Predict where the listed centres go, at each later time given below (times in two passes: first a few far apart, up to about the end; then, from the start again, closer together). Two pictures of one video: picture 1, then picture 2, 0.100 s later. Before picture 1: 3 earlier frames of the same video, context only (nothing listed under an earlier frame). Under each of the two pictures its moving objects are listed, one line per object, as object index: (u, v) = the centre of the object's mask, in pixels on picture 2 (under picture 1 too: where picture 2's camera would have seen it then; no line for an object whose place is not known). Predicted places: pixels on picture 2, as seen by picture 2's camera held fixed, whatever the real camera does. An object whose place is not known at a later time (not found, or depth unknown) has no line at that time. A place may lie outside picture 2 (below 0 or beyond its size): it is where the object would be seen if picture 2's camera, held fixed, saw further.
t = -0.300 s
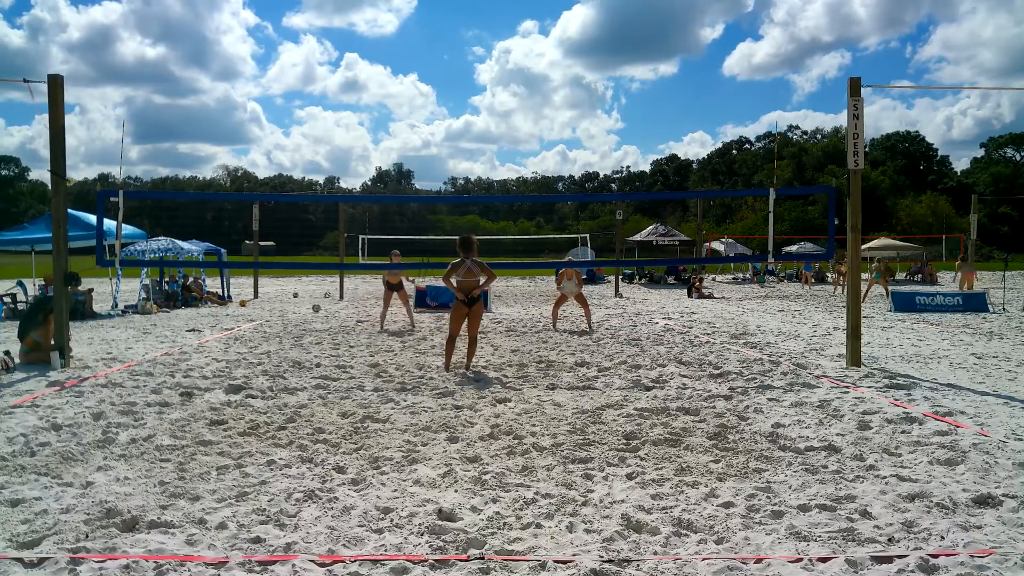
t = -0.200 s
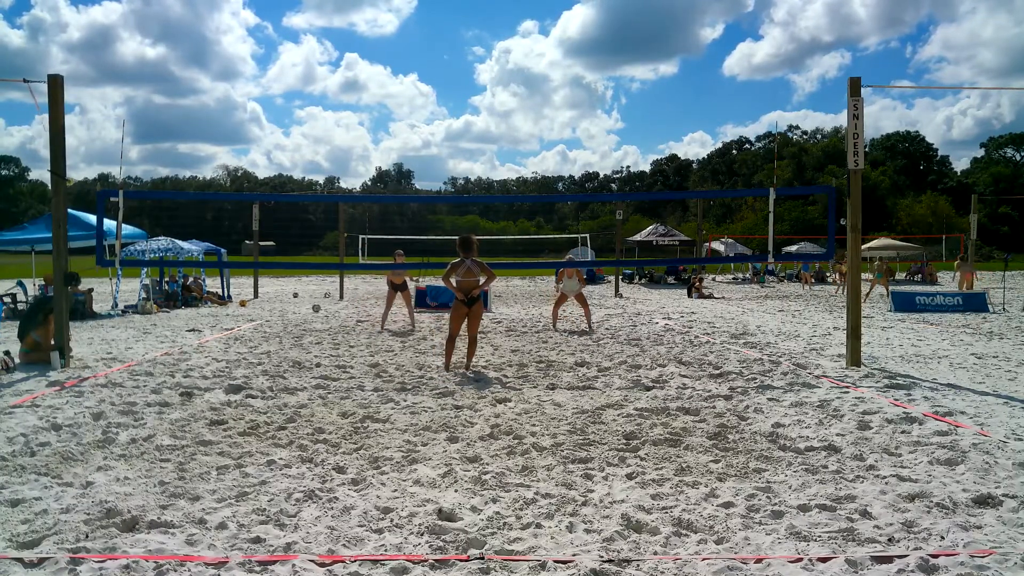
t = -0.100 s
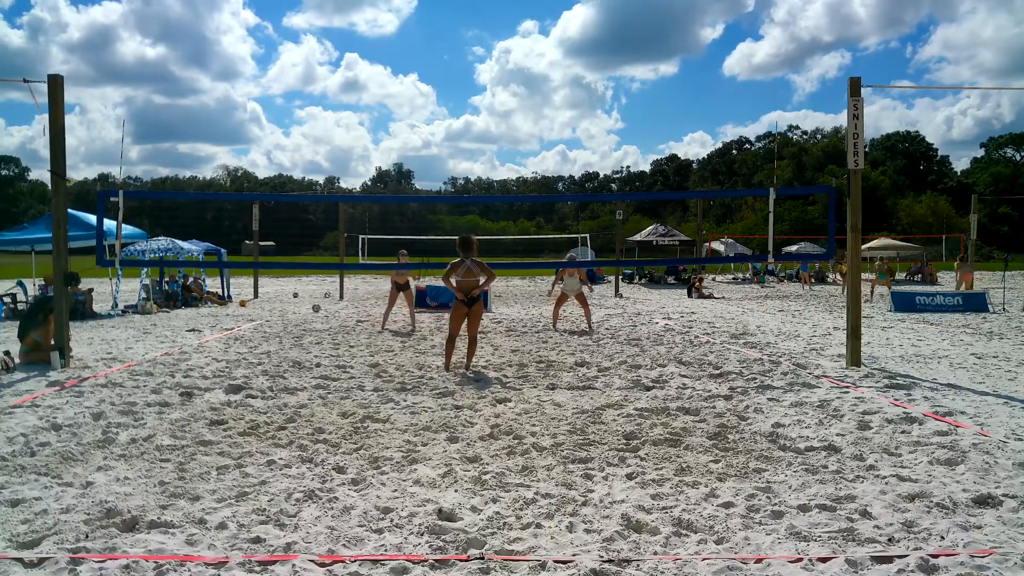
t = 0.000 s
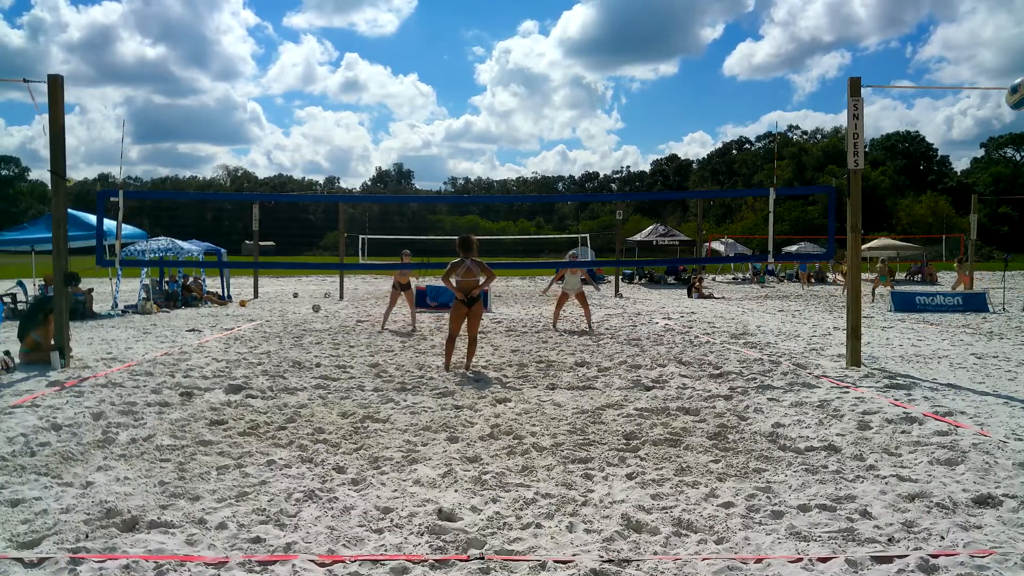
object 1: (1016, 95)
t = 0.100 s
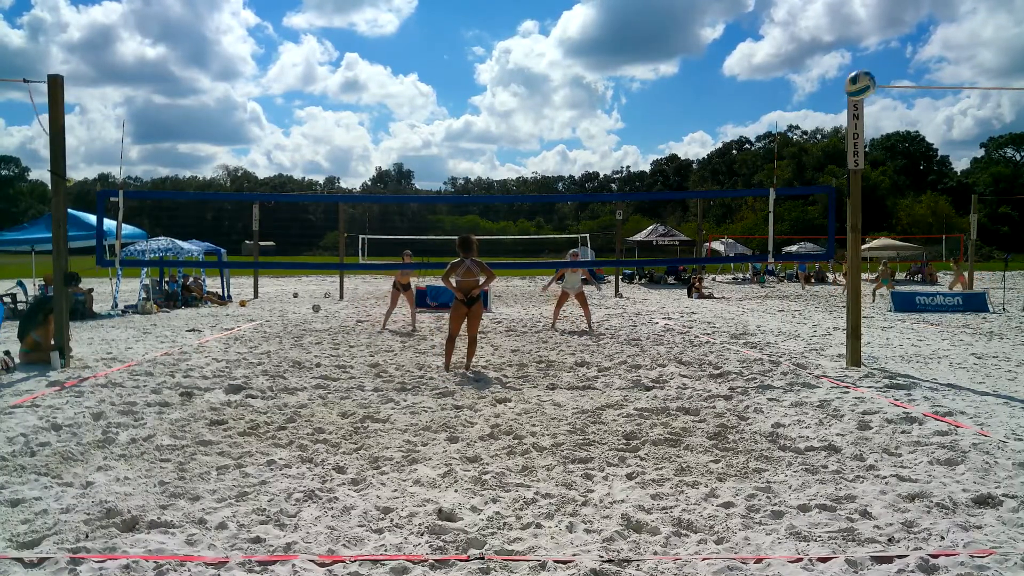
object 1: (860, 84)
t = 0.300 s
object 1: (676, 103)
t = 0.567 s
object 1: (552, 162)
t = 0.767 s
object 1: (497, 211)
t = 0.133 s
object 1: (820, 85)
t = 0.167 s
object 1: (784, 86)
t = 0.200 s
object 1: (753, 89)
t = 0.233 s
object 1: (725, 93)
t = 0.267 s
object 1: (699, 98)
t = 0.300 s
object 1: (676, 103)
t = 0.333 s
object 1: (656, 109)
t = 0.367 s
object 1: (637, 116)
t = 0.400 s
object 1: (620, 124)
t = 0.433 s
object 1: (604, 131)
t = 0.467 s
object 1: (589, 139)
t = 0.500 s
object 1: (576, 147)
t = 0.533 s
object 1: (563, 154)
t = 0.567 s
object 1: (552, 162)
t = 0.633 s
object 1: (531, 178)
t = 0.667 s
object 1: (521, 187)
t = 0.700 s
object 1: (512, 192)
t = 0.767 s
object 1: (497, 211)
